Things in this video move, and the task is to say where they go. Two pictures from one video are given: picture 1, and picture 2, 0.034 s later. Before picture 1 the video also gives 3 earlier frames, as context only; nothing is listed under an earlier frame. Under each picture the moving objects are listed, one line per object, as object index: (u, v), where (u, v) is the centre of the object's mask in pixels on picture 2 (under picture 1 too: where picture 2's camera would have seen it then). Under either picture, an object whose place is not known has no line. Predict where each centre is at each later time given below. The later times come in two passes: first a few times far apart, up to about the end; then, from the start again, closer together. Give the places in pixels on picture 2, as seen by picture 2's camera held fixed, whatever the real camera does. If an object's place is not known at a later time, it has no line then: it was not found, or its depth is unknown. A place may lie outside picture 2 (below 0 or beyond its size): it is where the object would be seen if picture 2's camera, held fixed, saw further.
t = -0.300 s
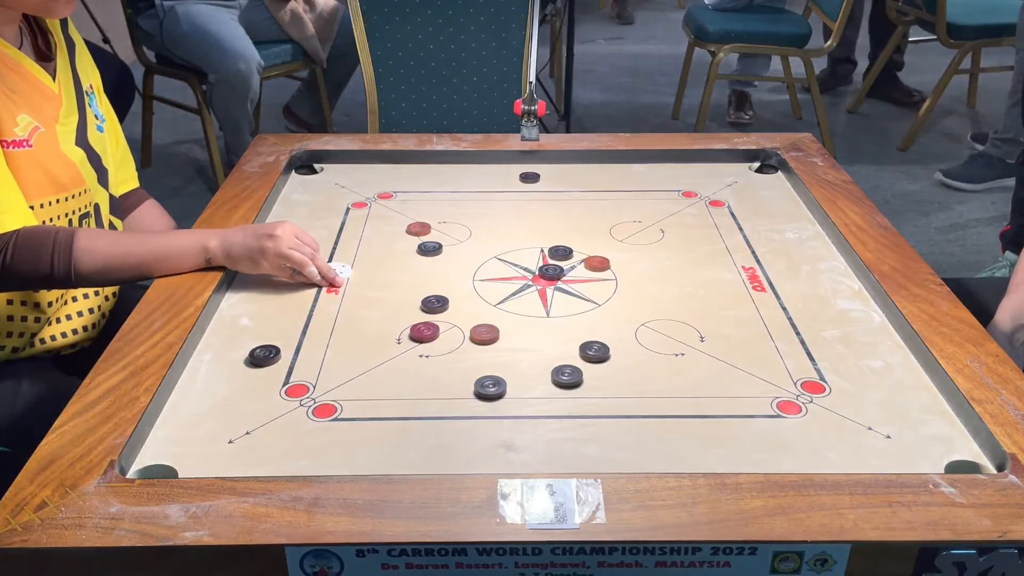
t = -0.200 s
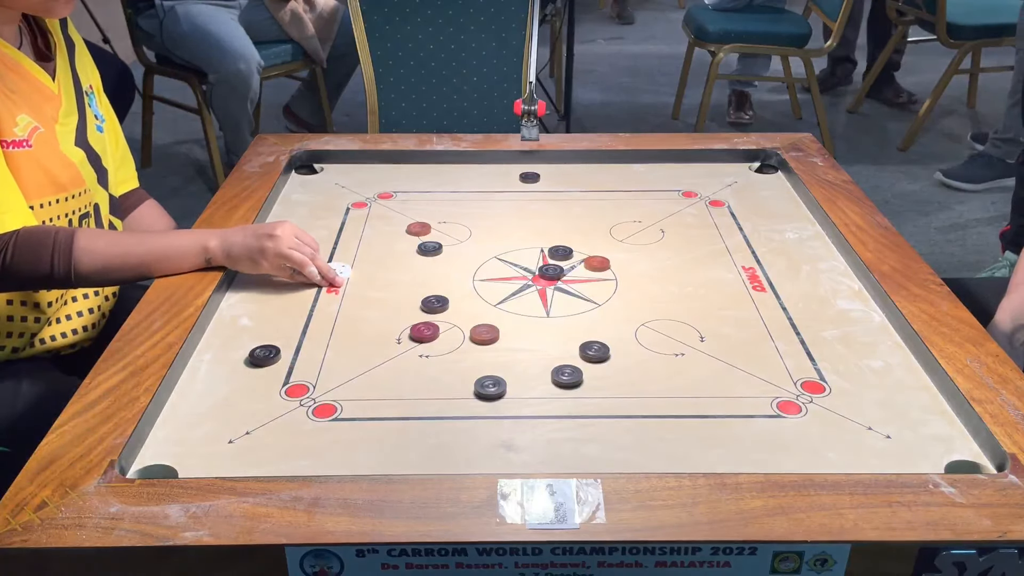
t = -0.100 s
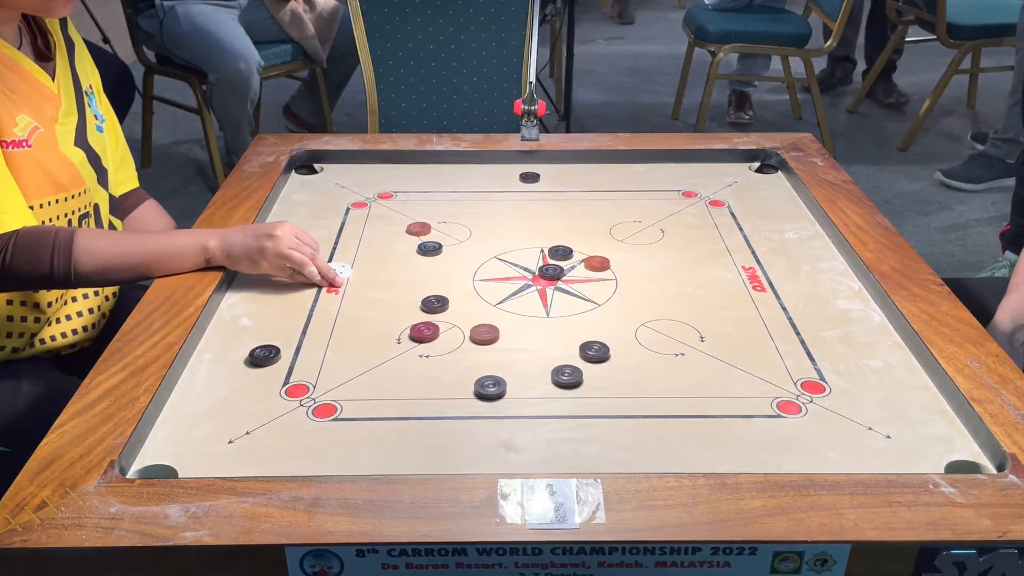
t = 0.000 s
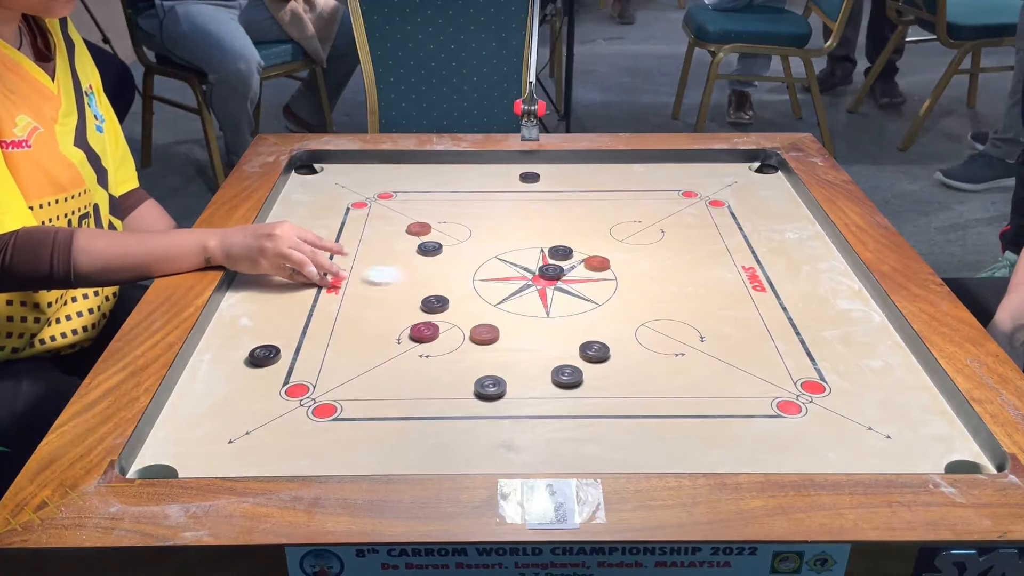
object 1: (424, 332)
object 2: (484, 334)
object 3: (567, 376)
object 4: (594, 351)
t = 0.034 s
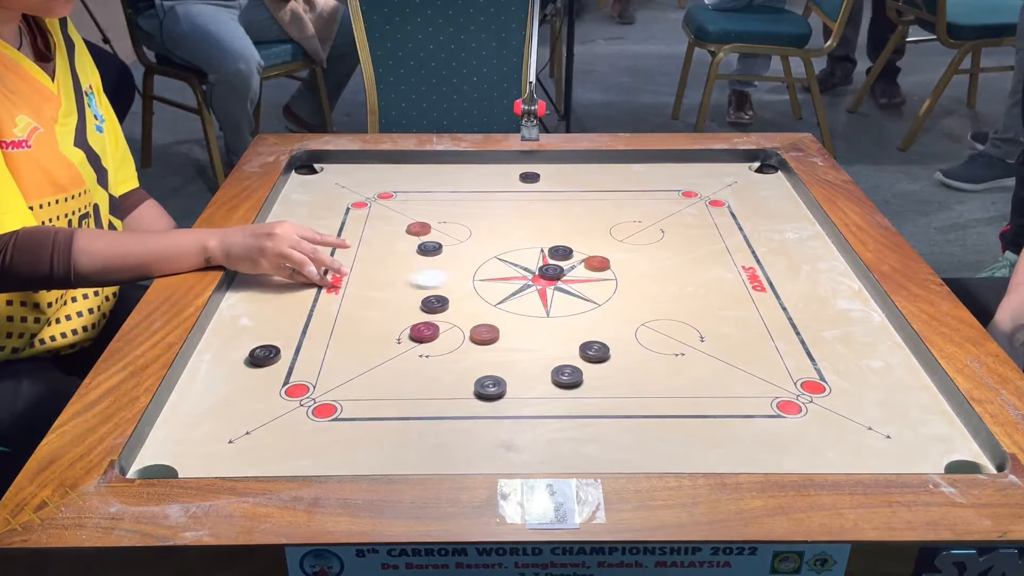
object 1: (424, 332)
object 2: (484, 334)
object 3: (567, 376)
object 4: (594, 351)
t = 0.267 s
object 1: (424, 332)
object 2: (484, 334)
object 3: (567, 376)
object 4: (594, 351)
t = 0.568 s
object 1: (424, 332)
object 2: (484, 334)
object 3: (567, 376)
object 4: (594, 351)
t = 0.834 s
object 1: (402, 328)
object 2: (436, 349)
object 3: (492, 455)
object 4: (566, 361)
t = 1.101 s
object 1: (313, 316)
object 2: (383, 387)
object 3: (439, 439)
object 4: (566, 361)
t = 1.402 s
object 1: (278, 311)
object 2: (375, 393)
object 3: (429, 424)
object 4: (566, 361)
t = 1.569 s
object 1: (278, 311)
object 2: (375, 393)
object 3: (429, 424)
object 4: (566, 361)
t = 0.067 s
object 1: (424, 332)
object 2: (484, 334)
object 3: (567, 376)
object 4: (594, 351)
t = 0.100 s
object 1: (424, 332)
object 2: (484, 334)
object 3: (567, 376)
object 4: (594, 351)
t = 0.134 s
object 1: (424, 332)
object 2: (484, 334)
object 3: (567, 376)
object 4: (594, 351)
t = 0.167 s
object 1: (424, 332)
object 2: (484, 334)
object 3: (567, 376)
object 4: (594, 351)
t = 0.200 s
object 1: (424, 332)
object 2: (484, 334)
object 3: (567, 376)
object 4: (594, 351)
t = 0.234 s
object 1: (424, 332)
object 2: (484, 334)
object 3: (567, 376)
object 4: (594, 351)
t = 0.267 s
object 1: (424, 332)
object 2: (484, 334)
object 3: (567, 376)
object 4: (594, 351)
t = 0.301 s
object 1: (424, 332)
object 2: (484, 334)
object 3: (567, 376)
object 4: (594, 351)
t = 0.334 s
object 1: (424, 332)
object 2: (484, 334)
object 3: (567, 376)
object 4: (594, 351)
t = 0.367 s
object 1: (424, 332)
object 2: (484, 334)
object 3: (567, 376)
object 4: (594, 351)
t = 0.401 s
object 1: (424, 332)
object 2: (484, 334)
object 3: (567, 376)
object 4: (594, 351)
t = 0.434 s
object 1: (424, 332)
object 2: (484, 334)
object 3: (567, 376)
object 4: (594, 351)
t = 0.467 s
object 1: (424, 332)
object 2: (484, 334)
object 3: (567, 376)
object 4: (594, 351)
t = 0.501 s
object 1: (424, 332)
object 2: (484, 334)
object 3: (567, 376)
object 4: (594, 351)
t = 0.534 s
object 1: (424, 332)
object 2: (484, 334)
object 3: (567, 376)
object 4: (594, 351)
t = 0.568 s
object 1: (424, 332)
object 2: (484, 334)
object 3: (567, 376)
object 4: (594, 351)
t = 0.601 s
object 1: (424, 332)
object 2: (484, 334)
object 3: (567, 376)
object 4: (594, 351)
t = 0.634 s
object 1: (424, 332)
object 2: (484, 334)
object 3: (566, 377)
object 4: (582, 360)
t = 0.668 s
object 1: (424, 332)
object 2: (484, 334)
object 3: (554, 389)
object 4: (577, 361)
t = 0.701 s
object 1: (424, 332)
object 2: (484, 334)
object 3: (542, 402)
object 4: (573, 361)
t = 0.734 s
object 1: (424, 332)
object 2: (484, 334)
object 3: (530, 415)
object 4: (570, 361)
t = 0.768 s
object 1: (424, 332)
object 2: (461, 338)
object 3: (517, 429)
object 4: (568, 361)
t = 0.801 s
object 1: (416, 331)
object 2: (445, 343)
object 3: (504, 442)
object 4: (566, 361)
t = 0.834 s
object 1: (402, 328)
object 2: (436, 349)
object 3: (492, 455)
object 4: (566, 361)
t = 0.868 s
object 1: (388, 326)
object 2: (428, 355)
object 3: (479, 464)
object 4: (566, 361)
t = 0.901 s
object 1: (375, 325)
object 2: (420, 361)
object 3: (468, 469)
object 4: (566, 361)
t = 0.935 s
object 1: (363, 323)
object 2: (412, 366)
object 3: (462, 465)
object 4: (566, 361)
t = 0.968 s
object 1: (351, 321)
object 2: (405, 372)
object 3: (456, 461)
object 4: (566, 361)
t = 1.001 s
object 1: (340, 320)
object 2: (399, 376)
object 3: (450, 456)
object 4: (566, 361)
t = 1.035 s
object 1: (331, 318)
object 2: (393, 380)
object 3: (446, 449)
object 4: (566, 361)
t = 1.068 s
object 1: (321, 318)
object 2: (388, 384)
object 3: (442, 444)
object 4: (566, 361)
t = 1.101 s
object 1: (313, 316)
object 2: (383, 387)
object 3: (439, 439)
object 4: (566, 361)
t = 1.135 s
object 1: (306, 315)
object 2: (381, 389)
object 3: (436, 435)
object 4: (566, 361)
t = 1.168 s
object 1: (300, 314)
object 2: (378, 391)
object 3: (434, 431)
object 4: (566, 361)
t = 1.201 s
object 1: (294, 313)
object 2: (376, 392)
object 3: (432, 429)
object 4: (566, 361)
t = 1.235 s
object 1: (289, 312)
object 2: (375, 393)
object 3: (431, 427)
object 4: (566, 361)
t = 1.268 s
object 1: (286, 312)
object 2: (375, 393)
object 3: (430, 425)
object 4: (566, 361)
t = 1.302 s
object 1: (283, 311)
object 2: (375, 393)
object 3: (429, 424)
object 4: (566, 361)
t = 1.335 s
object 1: (280, 311)
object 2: (375, 393)
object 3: (429, 424)
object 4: (566, 361)
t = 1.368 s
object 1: (279, 311)
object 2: (375, 393)
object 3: (429, 424)
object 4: (566, 361)
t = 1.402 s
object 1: (278, 311)
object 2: (375, 393)
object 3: (429, 424)
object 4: (566, 361)
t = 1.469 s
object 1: (278, 311)
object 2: (375, 393)
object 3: (429, 424)
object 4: (566, 361)
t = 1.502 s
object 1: (278, 311)
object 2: (375, 393)
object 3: (429, 424)
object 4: (566, 361)
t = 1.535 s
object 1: (278, 311)
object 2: (375, 393)
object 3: (429, 424)
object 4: (566, 361)
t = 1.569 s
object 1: (278, 311)
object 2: (375, 393)
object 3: (429, 424)
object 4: (566, 361)
